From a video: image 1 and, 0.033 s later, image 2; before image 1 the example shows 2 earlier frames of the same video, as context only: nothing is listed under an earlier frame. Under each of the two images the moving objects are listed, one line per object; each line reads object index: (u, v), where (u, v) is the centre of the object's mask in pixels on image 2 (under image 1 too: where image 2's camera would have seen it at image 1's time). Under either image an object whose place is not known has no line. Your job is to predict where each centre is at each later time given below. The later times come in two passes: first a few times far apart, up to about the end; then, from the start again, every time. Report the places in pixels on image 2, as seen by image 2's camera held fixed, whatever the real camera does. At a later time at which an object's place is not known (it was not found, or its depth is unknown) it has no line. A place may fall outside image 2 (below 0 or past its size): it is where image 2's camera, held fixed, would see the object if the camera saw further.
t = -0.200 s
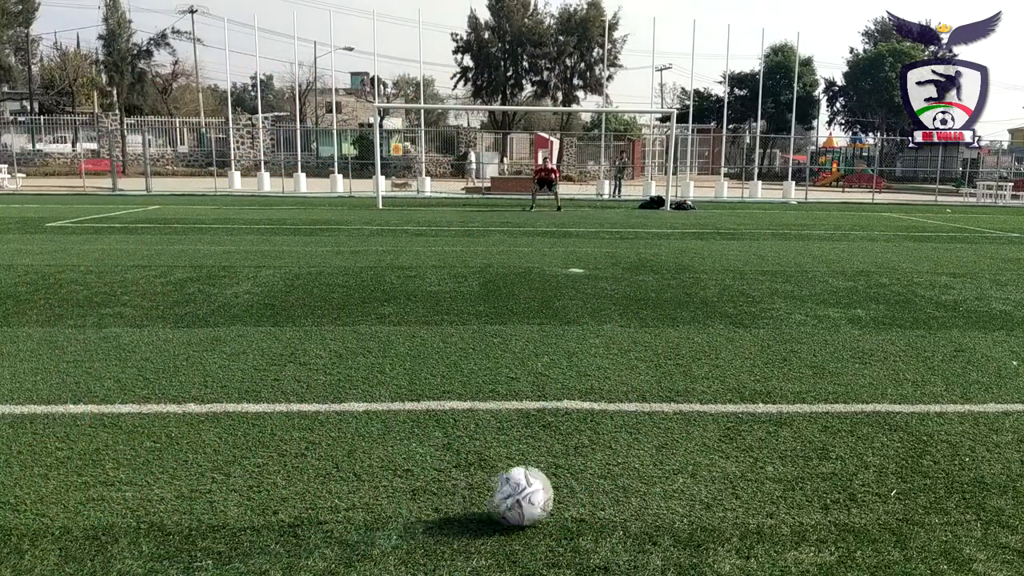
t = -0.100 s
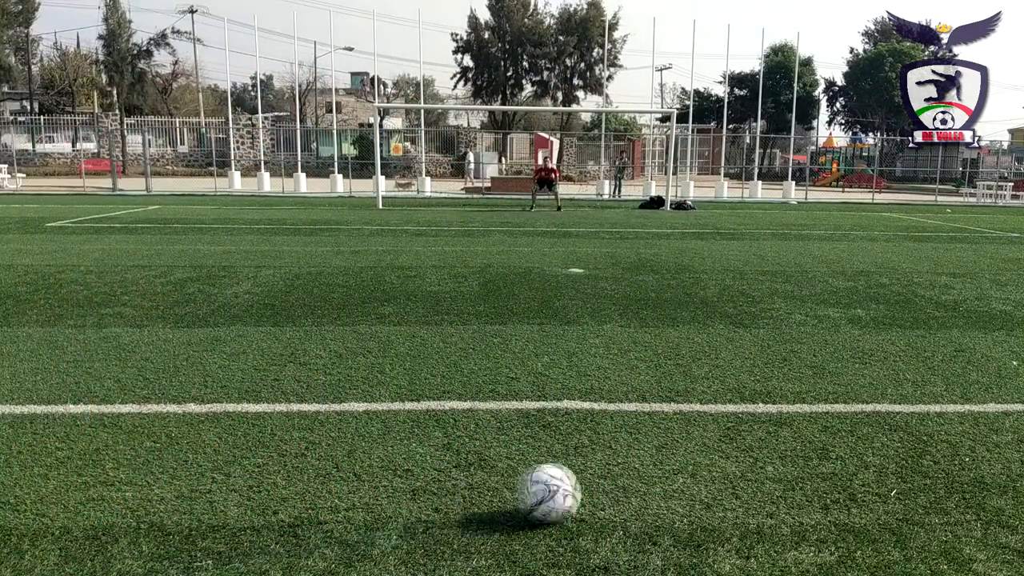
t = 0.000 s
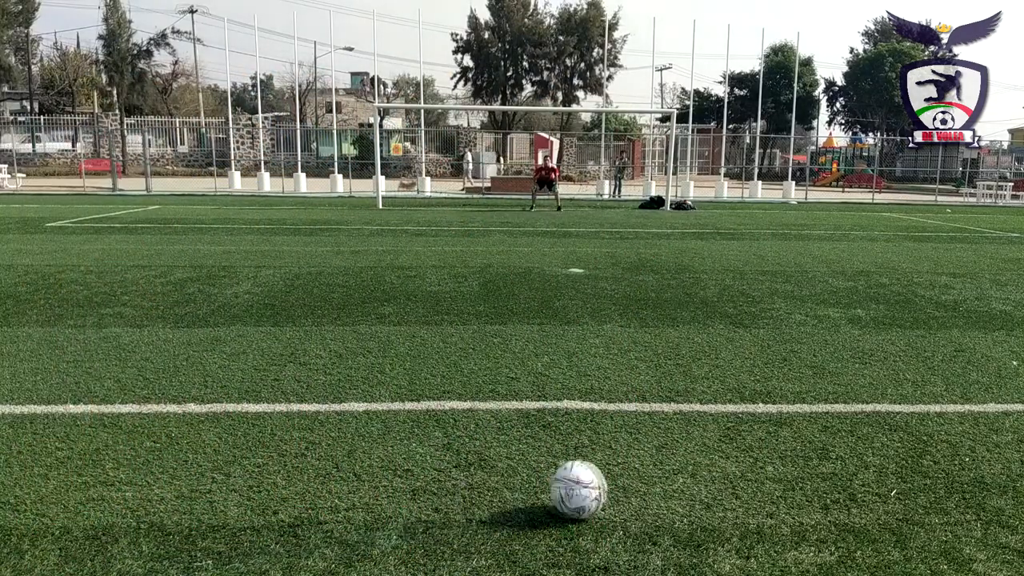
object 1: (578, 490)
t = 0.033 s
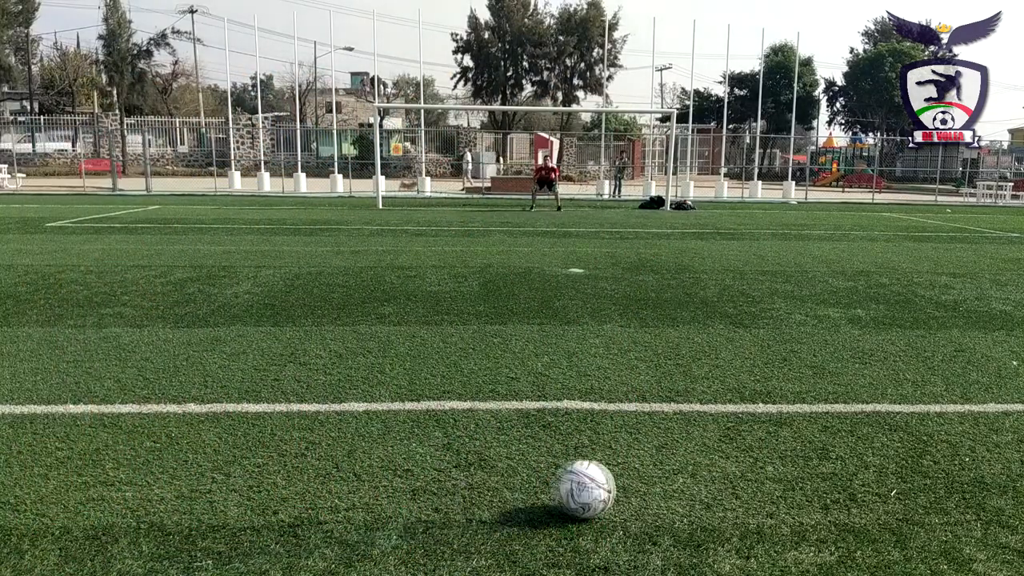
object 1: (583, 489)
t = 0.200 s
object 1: (626, 486)
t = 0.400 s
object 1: (669, 484)
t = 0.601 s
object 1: (713, 481)
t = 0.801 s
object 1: (754, 478)
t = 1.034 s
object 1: (795, 475)
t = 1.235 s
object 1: (825, 474)
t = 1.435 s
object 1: (855, 472)
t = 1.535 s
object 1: (867, 472)
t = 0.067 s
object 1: (594, 489)
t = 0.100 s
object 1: (602, 488)
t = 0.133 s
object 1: (610, 487)
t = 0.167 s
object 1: (617, 486)
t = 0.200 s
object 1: (626, 486)
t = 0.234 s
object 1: (632, 485)
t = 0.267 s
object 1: (641, 485)
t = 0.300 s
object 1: (647, 484)
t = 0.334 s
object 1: (654, 484)
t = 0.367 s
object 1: (663, 484)
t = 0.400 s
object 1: (669, 484)
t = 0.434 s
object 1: (677, 484)
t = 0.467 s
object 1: (685, 483)
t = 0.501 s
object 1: (692, 483)
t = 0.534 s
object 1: (698, 482)
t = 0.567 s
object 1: (705, 482)
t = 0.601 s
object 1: (713, 481)
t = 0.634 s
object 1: (719, 481)
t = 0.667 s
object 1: (727, 480)
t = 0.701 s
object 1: (733, 479)
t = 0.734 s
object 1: (739, 479)
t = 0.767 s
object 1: (746, 479)
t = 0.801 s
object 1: (754, 478)
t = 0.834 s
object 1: (759, 478)
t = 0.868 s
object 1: (767, 478)
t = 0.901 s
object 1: (771, 477)
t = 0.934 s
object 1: (779, 476)
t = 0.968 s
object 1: (784, 475)
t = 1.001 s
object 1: (790, 475)
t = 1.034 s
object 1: (795, 475)
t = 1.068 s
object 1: (800, 474)
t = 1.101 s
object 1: (805, 475)
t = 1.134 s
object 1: (811, 475)
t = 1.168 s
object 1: (816, 474)
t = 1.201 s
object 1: (821, 474)
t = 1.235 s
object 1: (825, 474)
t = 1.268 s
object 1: (832, 474)
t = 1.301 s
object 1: (836, 474)
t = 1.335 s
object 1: (840, 473)
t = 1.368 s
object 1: (846, 473)
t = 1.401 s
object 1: (849, 472)
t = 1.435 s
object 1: (855, 472)
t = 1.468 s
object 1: (859, 472)
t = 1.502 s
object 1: (864, 472)
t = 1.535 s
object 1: (867, 472)
